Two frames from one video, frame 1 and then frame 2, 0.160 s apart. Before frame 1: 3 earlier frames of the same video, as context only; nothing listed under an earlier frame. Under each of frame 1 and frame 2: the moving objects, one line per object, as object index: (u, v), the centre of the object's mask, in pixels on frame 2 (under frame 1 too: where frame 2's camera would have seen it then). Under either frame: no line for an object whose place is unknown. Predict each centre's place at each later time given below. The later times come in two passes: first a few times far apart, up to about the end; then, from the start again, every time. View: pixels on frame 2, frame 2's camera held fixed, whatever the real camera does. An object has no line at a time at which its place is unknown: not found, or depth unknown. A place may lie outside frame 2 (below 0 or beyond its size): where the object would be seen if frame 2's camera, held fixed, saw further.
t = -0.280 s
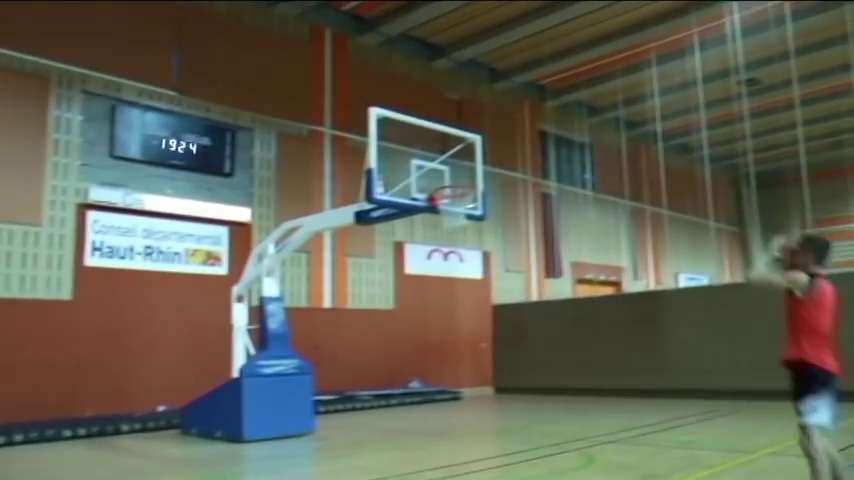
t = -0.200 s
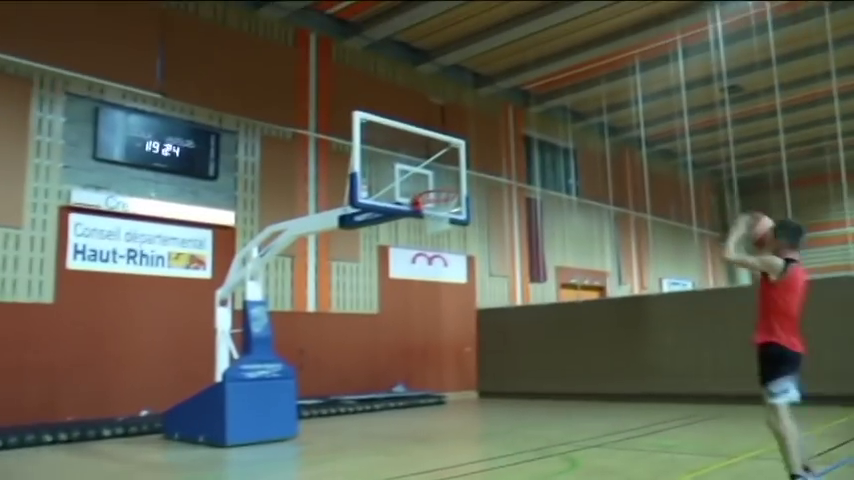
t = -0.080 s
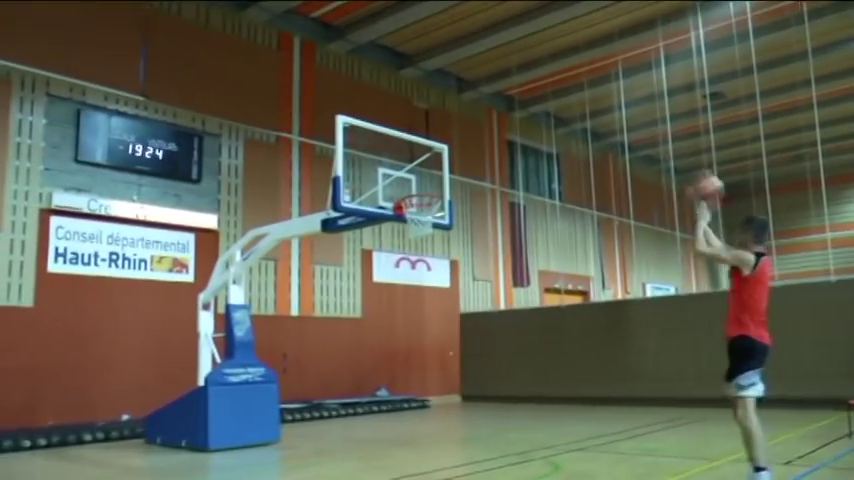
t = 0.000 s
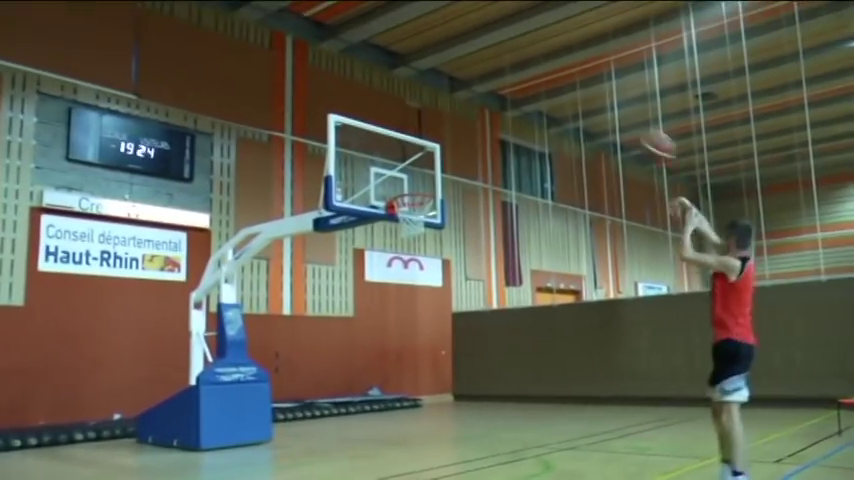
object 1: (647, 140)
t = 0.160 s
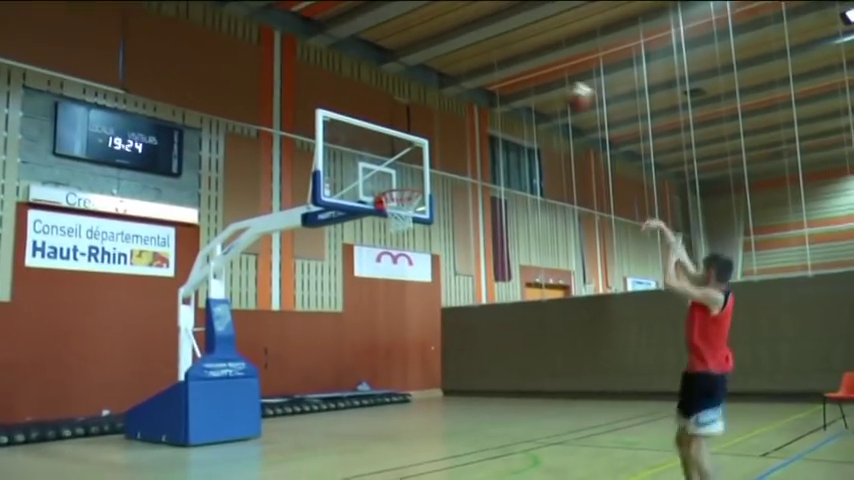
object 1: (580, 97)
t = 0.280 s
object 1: (538, 82)
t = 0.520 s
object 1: (472, 99)
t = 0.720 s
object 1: (427, 147)
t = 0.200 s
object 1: (564, 89)
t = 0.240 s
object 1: (552, 84)
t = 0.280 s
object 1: (538, 82)
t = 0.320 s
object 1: (526, 83)
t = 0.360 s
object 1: (514, 84)
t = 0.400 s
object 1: (502, 87)
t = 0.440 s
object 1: (493, 89)
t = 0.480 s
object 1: (482, 93)
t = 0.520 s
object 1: (472, 99)
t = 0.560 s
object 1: (463, 104)
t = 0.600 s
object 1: (454, 114)
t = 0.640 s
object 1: (445, 125)
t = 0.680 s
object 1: (436, 136)
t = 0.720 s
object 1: (427, 147)
